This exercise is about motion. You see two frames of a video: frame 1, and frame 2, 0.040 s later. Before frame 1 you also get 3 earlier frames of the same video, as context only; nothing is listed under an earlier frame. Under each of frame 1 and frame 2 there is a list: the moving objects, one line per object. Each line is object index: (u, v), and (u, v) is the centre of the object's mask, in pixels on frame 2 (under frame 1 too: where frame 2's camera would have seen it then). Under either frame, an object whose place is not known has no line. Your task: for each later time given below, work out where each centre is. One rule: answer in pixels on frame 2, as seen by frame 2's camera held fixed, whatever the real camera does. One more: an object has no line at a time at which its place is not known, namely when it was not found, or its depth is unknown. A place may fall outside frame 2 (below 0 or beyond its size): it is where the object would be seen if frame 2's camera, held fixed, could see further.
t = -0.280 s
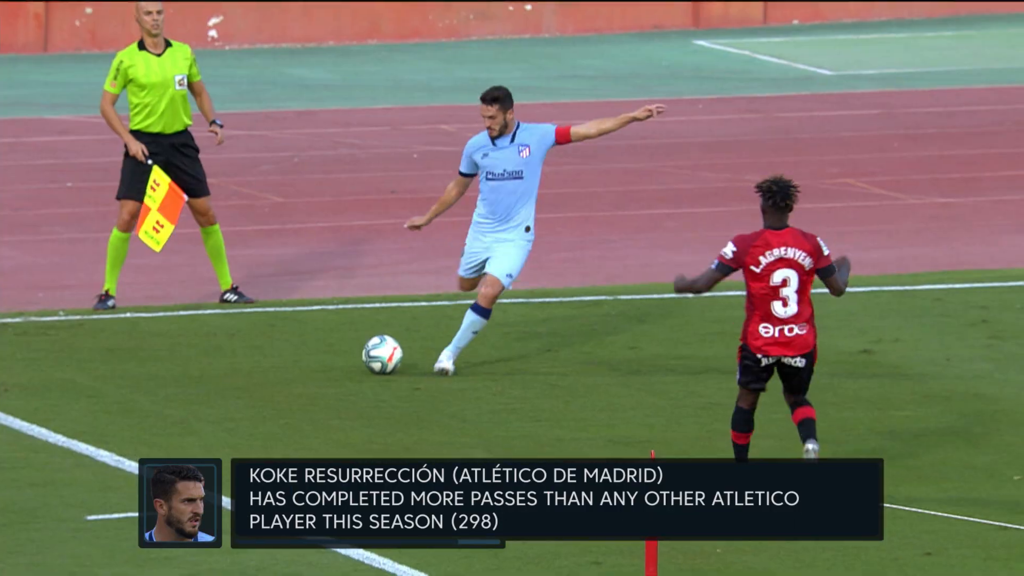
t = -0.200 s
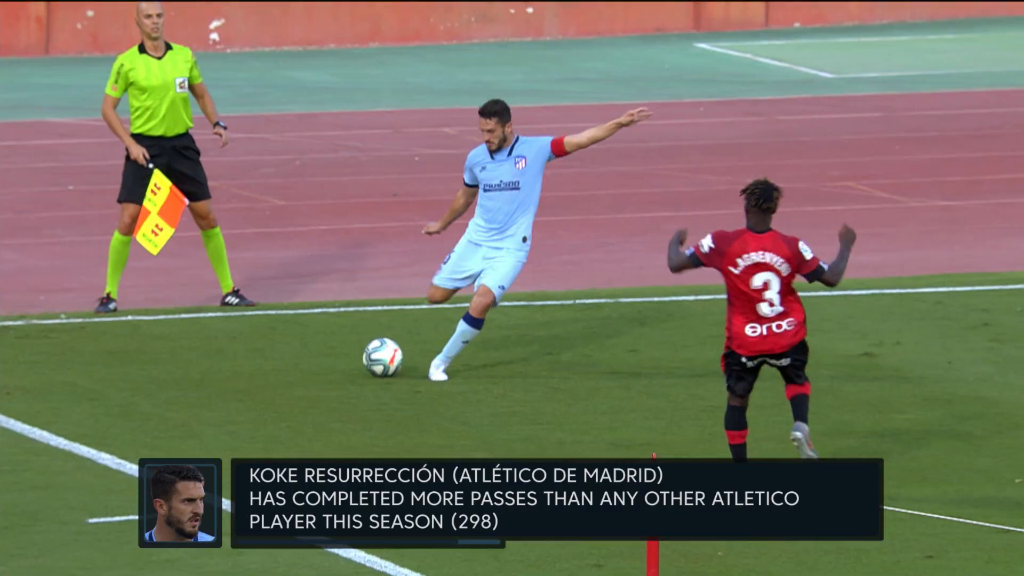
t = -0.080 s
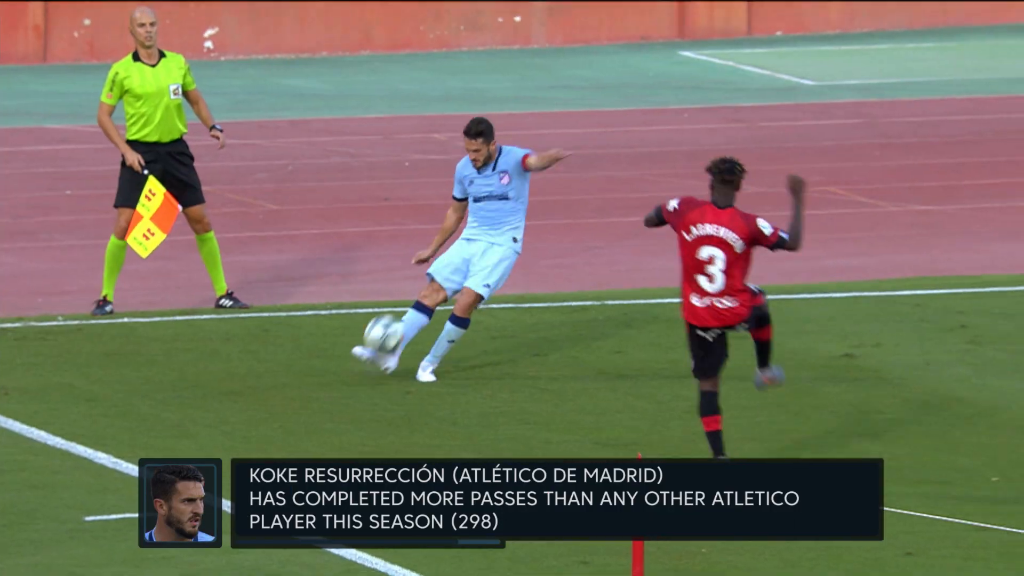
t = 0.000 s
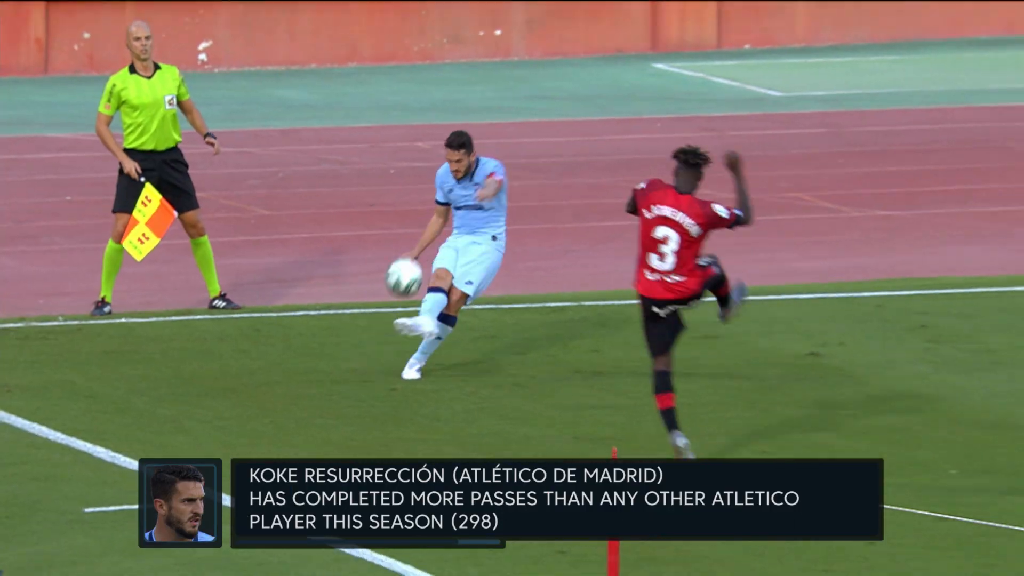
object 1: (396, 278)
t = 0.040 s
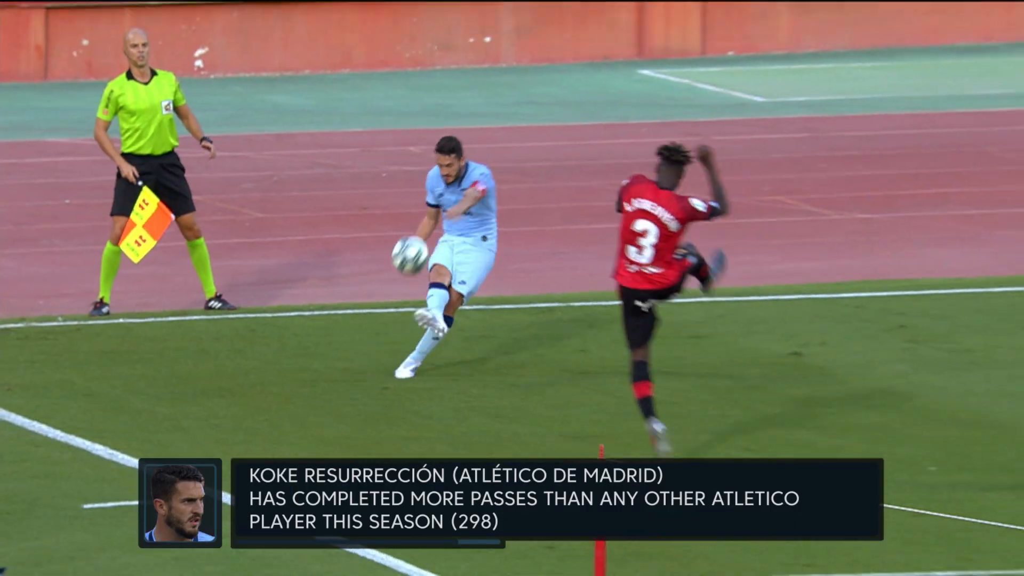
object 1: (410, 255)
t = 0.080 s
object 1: (426, 232)
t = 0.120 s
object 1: (449, 201)
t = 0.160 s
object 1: (465, 179)
